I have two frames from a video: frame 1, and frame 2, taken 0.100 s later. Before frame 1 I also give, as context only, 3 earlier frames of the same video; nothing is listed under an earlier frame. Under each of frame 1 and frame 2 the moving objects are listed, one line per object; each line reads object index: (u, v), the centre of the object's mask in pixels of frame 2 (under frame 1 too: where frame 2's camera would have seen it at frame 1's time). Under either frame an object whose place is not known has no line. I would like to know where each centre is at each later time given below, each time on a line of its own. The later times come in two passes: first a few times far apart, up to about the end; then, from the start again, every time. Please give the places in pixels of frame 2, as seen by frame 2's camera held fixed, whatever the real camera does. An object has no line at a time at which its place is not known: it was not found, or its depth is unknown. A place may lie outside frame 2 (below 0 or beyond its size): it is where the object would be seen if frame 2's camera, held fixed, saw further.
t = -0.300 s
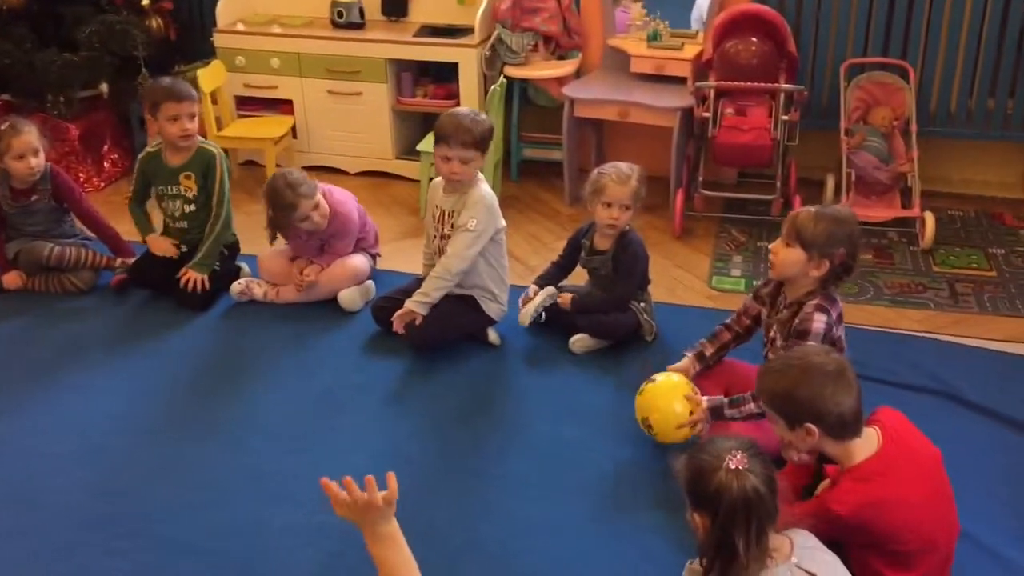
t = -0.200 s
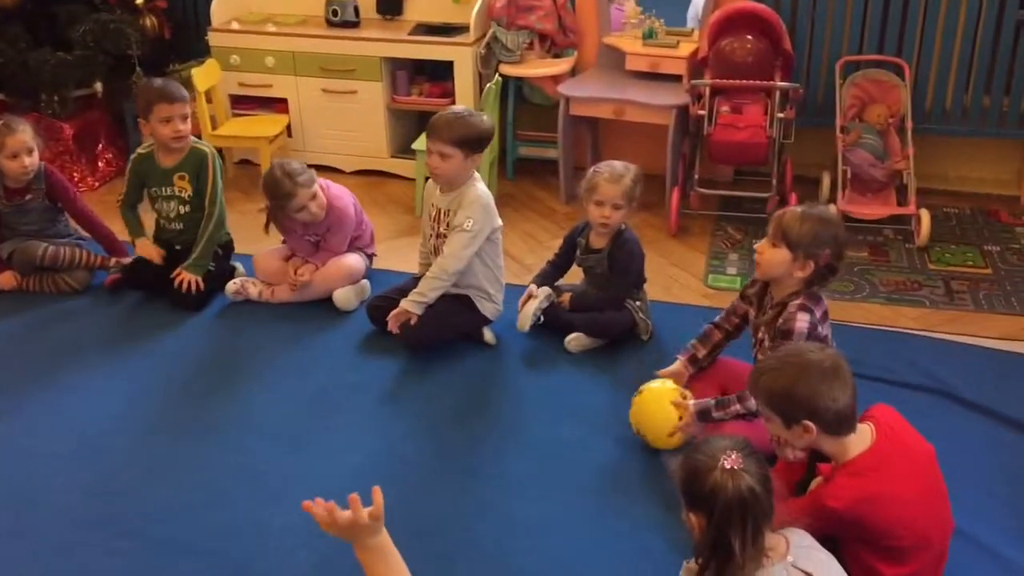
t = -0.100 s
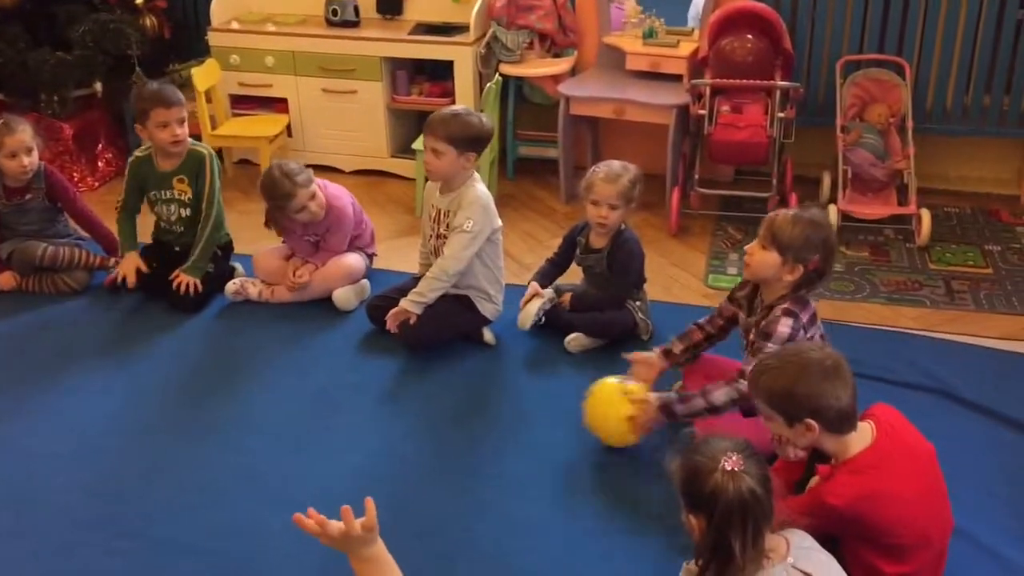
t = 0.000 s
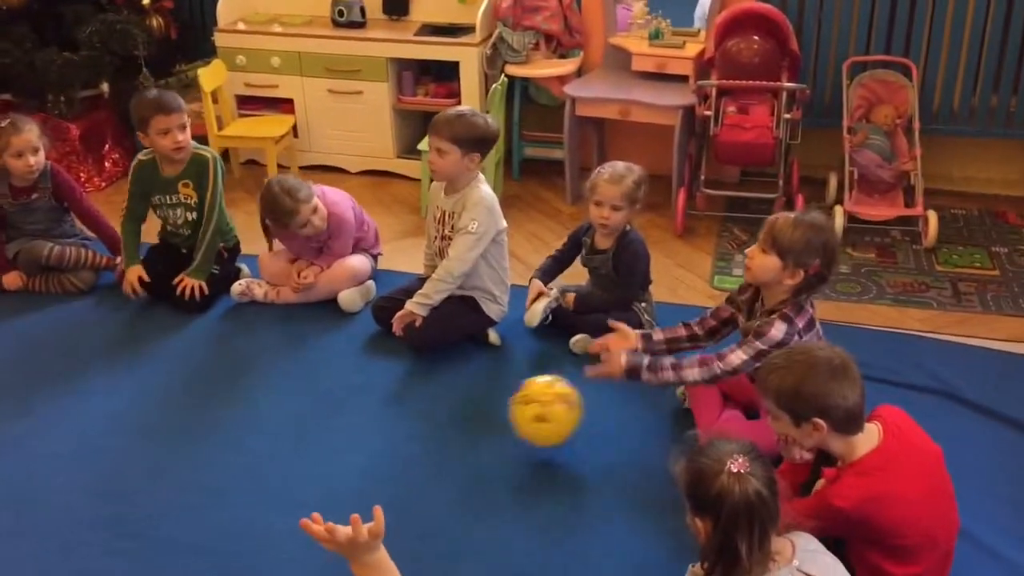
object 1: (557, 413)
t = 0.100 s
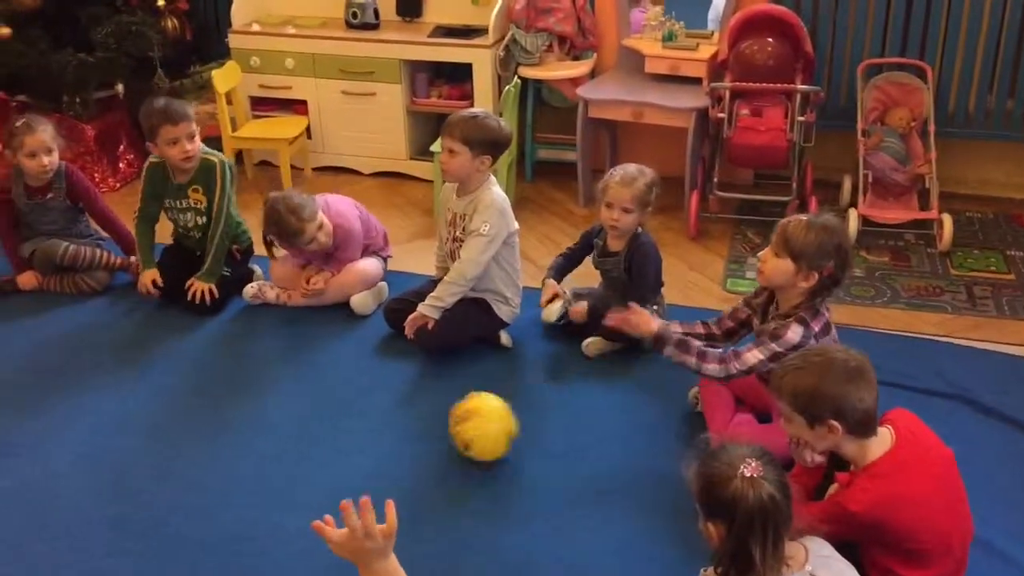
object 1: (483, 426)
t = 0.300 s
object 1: (360, 426)
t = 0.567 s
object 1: (212, 433)
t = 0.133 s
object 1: (462, 422)
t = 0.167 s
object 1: (441, 422)
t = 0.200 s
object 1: (420, 425)
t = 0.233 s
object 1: (399, 432)
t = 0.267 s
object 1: (379, 430)
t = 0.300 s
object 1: (360, 426)
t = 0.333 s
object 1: (341, 427)
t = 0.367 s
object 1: (323, 431)
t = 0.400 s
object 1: (305, 434)
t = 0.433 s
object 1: (285, 430)
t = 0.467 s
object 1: (267, 429)
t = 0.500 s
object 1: (249, 432)
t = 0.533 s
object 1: (231, 435)
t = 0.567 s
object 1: (212, 433)
